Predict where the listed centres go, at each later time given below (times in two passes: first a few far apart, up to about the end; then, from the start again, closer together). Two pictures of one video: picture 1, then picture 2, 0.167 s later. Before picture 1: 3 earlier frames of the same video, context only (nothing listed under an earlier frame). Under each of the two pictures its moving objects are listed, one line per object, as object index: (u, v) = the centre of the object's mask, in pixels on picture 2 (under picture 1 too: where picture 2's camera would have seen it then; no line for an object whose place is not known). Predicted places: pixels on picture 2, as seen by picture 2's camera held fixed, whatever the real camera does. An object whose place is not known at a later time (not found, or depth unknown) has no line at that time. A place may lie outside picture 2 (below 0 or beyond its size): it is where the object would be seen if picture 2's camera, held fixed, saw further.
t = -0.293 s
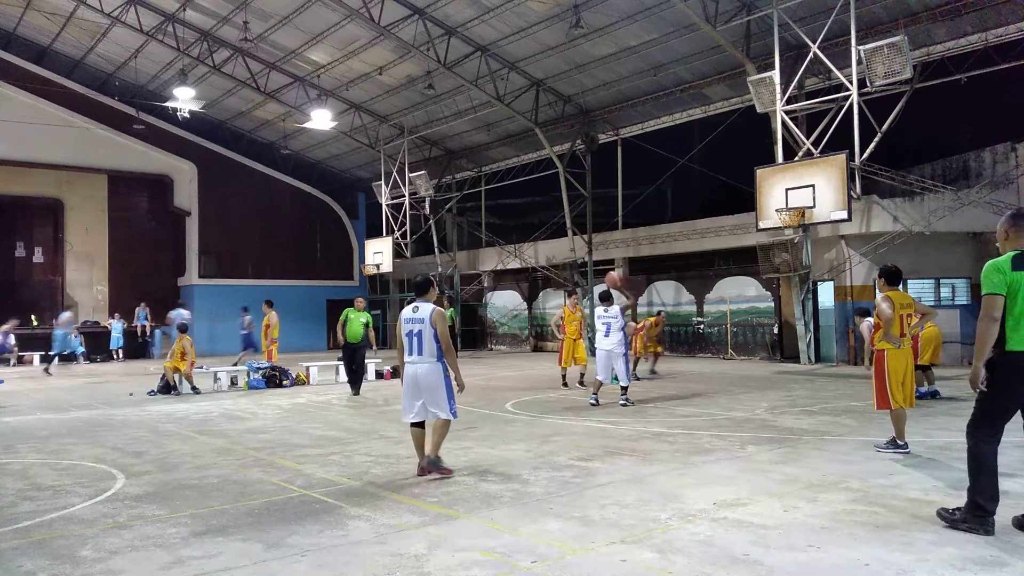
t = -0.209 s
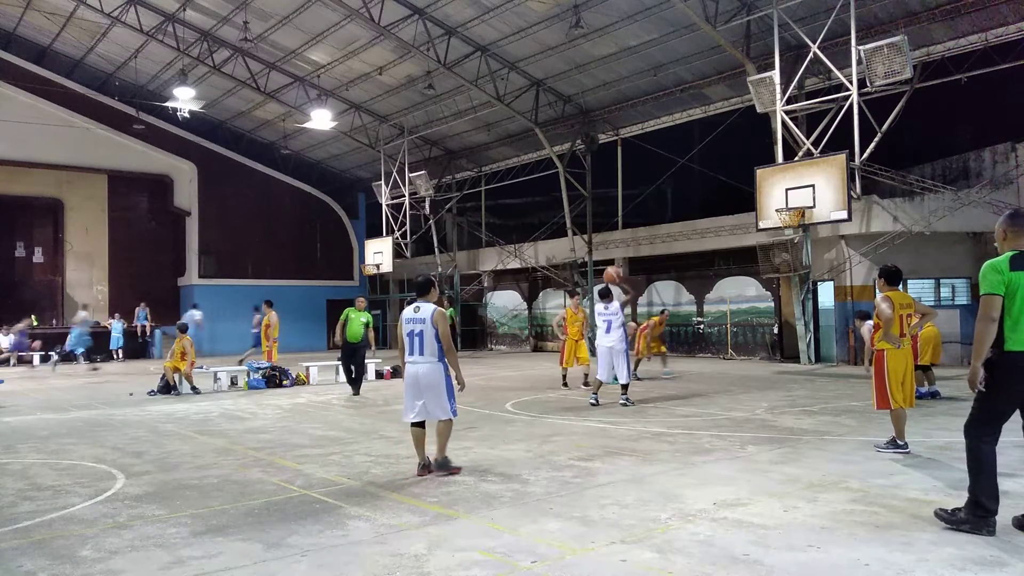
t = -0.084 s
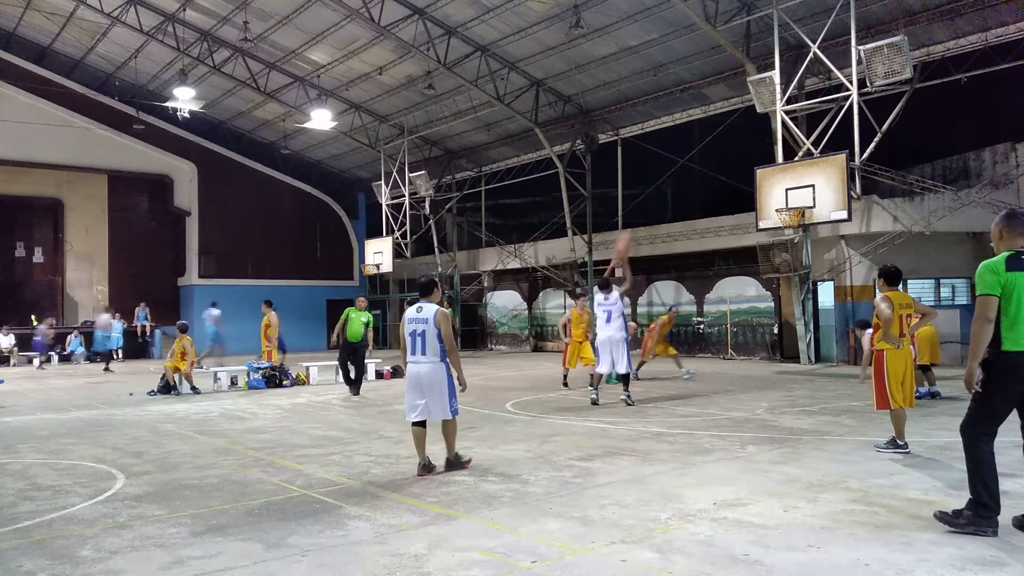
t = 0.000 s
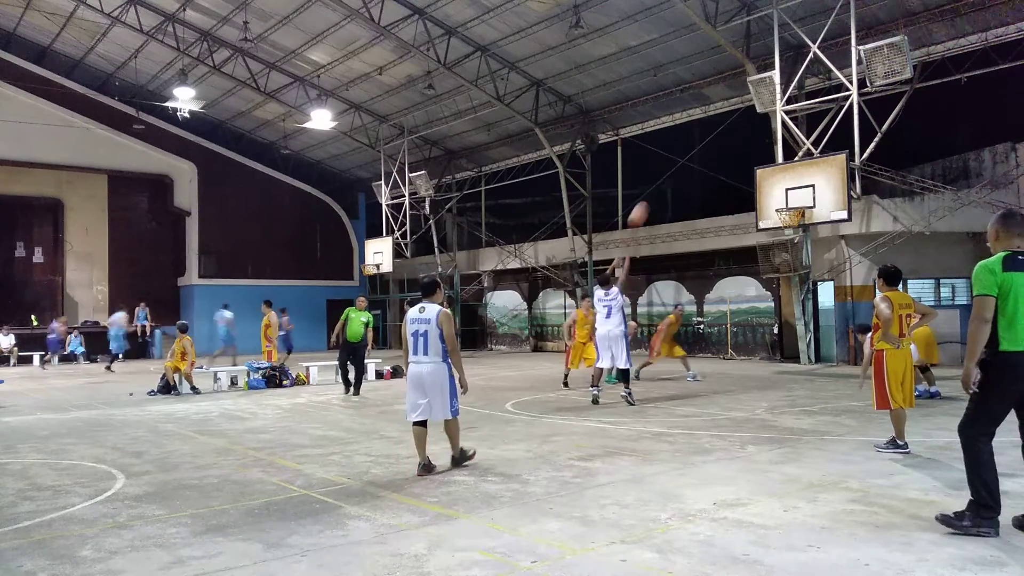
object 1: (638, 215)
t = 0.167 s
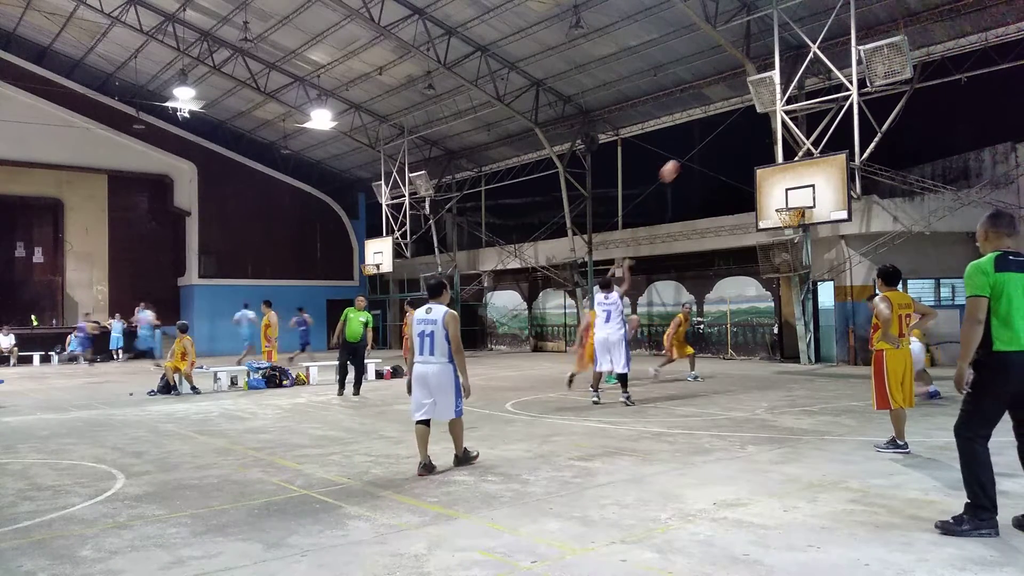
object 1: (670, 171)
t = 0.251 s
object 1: (684, 157)
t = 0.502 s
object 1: (722, 143)
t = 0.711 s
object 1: (752, 159)
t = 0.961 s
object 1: (785, 203)
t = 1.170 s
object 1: (780, 199)
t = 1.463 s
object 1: (761, 209)
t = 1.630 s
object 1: (753, 233)
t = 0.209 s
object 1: (677, 164)
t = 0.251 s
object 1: (684, 157)
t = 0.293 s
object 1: (690, 152)
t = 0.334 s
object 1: (697, 148)
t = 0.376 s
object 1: (704, 145)
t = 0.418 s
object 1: (710, 143)
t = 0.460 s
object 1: (716, 143)
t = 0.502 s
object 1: (722, 143)
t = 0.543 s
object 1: (728, 145)
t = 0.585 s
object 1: (735, 147)
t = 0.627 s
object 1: (741, 150)
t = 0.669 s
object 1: (747, 155)
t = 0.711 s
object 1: (752, 159)
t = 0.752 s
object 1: (757, 164)
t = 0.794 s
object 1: (761, 170)
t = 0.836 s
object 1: (767, 179)
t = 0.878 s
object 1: (774, 190)
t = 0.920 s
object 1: (780, 197)
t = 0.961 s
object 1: (785, 203)
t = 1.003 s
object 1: (795, 204)
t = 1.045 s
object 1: (793, 204)
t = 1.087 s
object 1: (786, 203)
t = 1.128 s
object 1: (783, 202)
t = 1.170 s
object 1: (780, 199)
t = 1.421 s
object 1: (763, 205)
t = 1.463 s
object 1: (761, 209)
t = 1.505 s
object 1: (758, 214)
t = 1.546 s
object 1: (757, 219)
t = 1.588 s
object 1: (754, 226)
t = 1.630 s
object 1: (753, 233)
